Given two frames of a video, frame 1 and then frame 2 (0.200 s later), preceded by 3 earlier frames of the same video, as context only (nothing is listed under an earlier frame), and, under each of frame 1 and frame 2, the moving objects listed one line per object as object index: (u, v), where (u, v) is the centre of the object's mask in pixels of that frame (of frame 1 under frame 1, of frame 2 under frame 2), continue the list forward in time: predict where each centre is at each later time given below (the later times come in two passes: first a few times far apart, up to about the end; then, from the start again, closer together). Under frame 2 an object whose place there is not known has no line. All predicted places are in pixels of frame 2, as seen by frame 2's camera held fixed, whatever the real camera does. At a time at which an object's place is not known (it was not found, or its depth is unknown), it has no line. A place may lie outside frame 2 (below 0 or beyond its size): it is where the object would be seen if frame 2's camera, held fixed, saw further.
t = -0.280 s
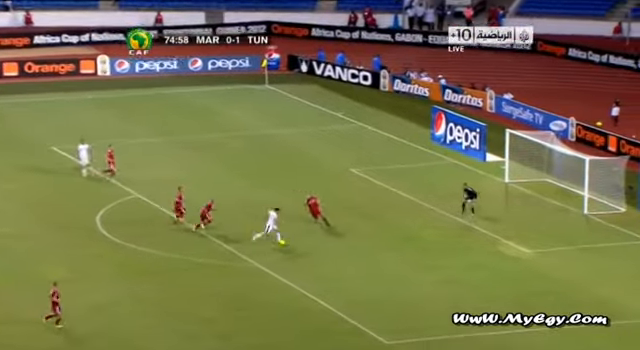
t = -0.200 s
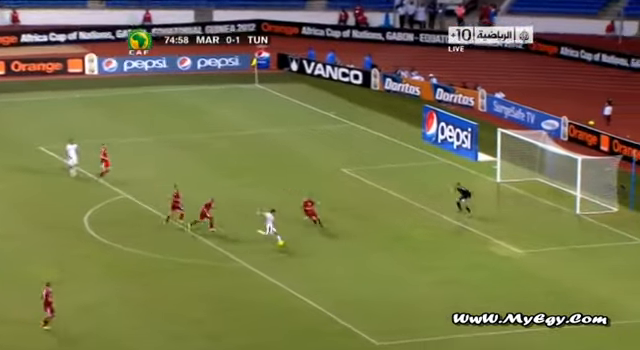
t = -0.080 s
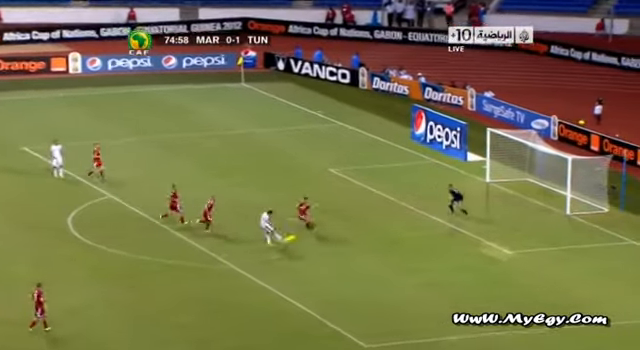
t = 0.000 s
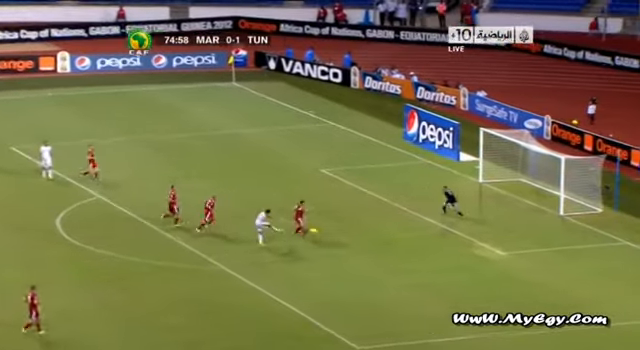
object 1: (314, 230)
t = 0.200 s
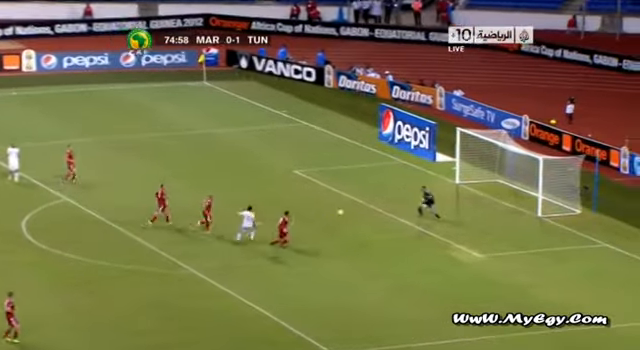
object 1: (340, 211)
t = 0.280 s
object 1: (361, 202)
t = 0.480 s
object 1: (407, 188)
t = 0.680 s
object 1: (453, 180)
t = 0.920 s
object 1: (494, 167)
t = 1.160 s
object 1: (517, 157)
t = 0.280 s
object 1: (361, 202)
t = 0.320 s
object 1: (370, 198)
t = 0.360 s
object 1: (379, 196)
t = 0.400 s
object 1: (388, 193)
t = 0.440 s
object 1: (397, 190)
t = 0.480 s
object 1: (407, 188)
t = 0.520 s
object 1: (417, 185)
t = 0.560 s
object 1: (424, 183)
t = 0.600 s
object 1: (436, 183)
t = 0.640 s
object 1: (444, 181)
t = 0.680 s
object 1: (453, 180)
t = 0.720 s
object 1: (463, 181)
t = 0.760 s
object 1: (471, 178)
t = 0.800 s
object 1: (478, 175)
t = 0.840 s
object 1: (484, 171)
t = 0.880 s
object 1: (490, 169)
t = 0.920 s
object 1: (494, 167)
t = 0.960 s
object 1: (499, 164)
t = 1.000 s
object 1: (503, 162)
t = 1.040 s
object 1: (507, 160)
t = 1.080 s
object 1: (511, 158)
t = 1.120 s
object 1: (515, 158)
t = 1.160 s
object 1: (517, 157)
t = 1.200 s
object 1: (518, 156)
